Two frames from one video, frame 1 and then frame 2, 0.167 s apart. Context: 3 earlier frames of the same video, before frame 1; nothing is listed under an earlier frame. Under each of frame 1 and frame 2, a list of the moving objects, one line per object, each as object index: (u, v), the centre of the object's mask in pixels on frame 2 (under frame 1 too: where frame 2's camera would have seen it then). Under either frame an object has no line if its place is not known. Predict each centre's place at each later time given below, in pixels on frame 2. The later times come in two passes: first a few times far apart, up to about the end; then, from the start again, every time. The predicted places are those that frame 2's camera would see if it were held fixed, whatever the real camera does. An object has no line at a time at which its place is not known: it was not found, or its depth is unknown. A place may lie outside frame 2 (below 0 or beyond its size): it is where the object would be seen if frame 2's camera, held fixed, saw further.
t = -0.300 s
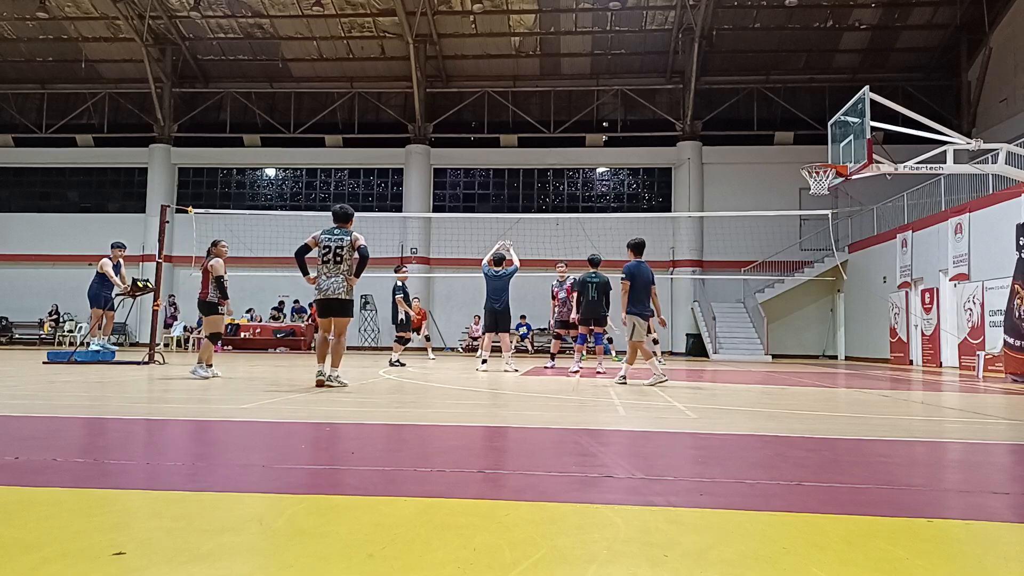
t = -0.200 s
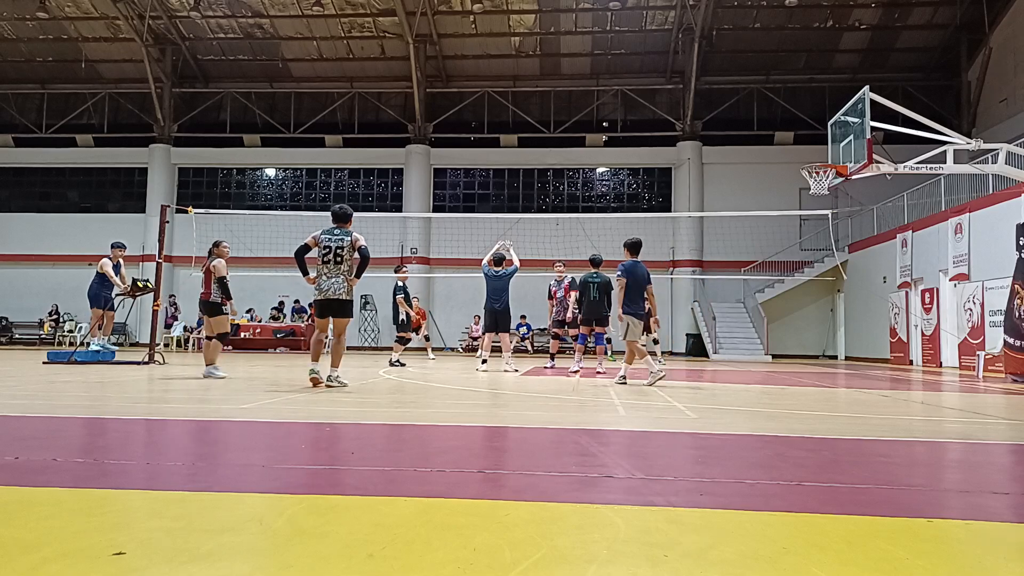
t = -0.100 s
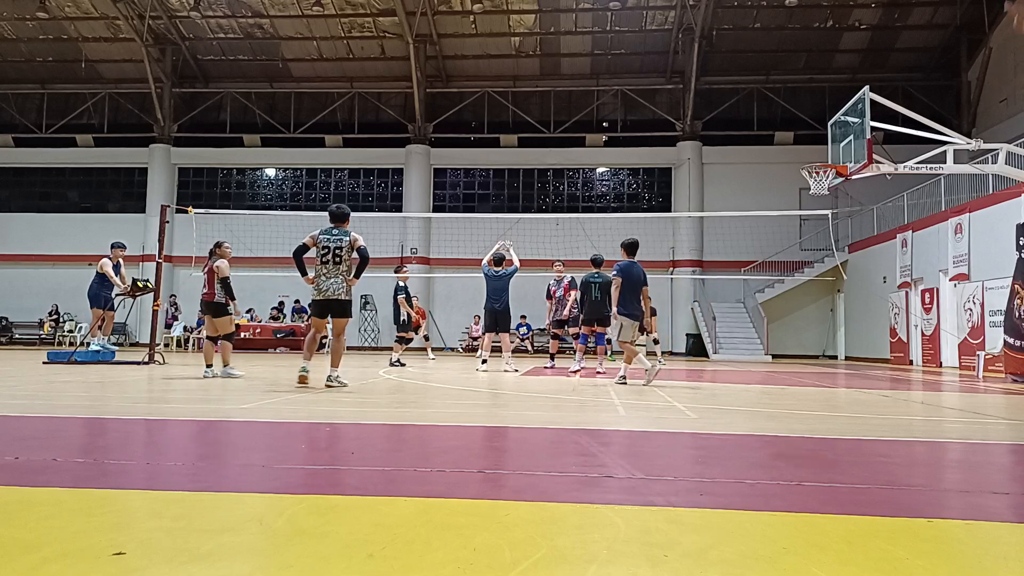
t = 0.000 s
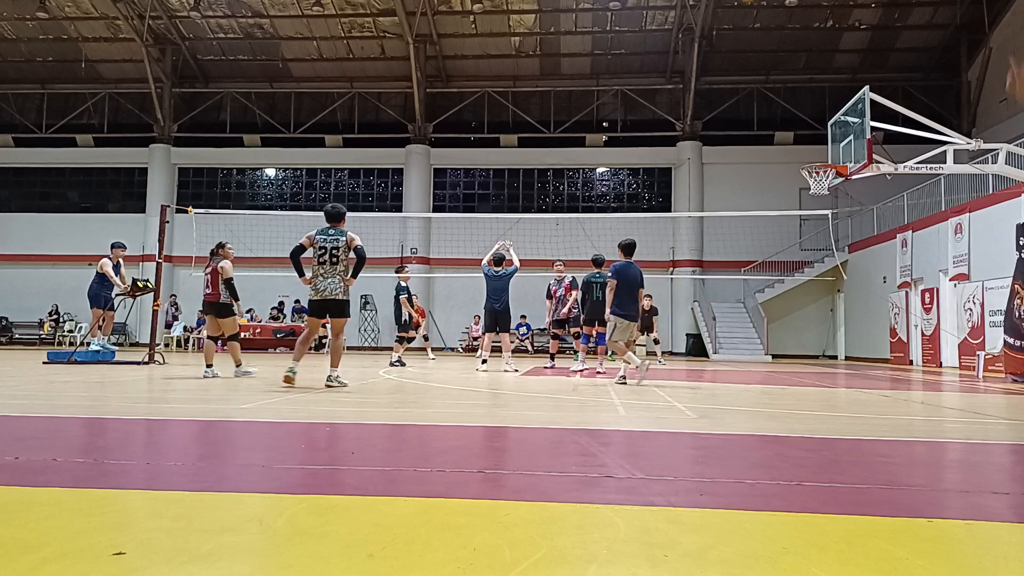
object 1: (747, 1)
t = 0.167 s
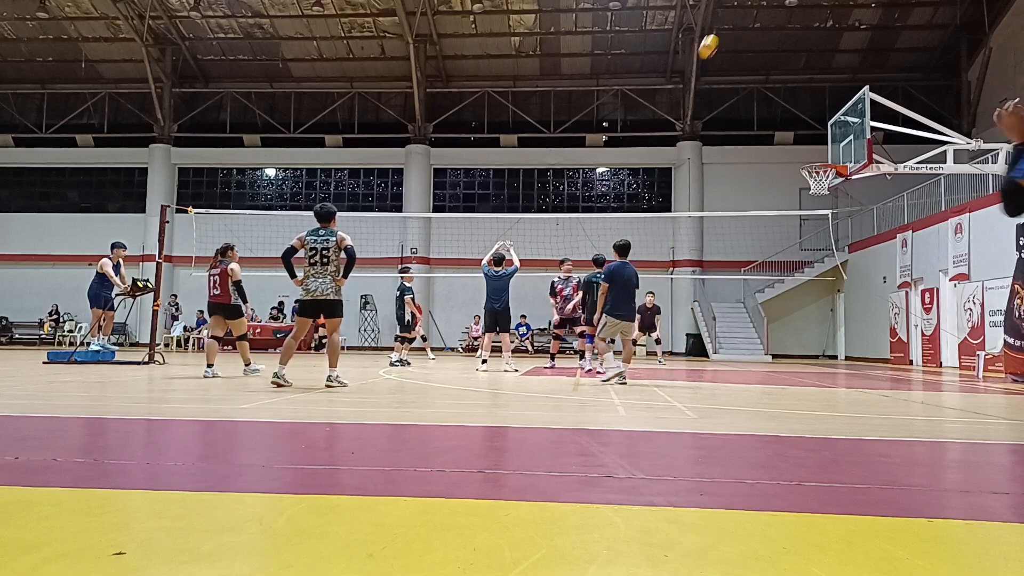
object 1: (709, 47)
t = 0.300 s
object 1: (687, 89)
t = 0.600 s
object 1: (658, 181)
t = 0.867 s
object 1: (640, 264)
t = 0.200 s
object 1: (702, 57)
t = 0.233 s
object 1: (696, 68)
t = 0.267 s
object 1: (692, 78)
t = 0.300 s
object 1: (687, 89)
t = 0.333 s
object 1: (683, 99)
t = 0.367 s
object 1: (678, 109)
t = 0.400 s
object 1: (675, 120)
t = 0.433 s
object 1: (672, 130)
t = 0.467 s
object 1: (669, 139)
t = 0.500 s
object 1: (666, 149)
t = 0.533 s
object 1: (663, 161)
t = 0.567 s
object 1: (660, 171)
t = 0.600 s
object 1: (658, 181)
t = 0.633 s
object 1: (656, 192)
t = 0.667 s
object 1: (654, 202)
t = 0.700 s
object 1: (651, 209)
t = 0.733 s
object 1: (649, 223)
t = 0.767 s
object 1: (647, 231)
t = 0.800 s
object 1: (644, 242)
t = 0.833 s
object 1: (643, 252)
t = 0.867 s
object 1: (640, 264)
